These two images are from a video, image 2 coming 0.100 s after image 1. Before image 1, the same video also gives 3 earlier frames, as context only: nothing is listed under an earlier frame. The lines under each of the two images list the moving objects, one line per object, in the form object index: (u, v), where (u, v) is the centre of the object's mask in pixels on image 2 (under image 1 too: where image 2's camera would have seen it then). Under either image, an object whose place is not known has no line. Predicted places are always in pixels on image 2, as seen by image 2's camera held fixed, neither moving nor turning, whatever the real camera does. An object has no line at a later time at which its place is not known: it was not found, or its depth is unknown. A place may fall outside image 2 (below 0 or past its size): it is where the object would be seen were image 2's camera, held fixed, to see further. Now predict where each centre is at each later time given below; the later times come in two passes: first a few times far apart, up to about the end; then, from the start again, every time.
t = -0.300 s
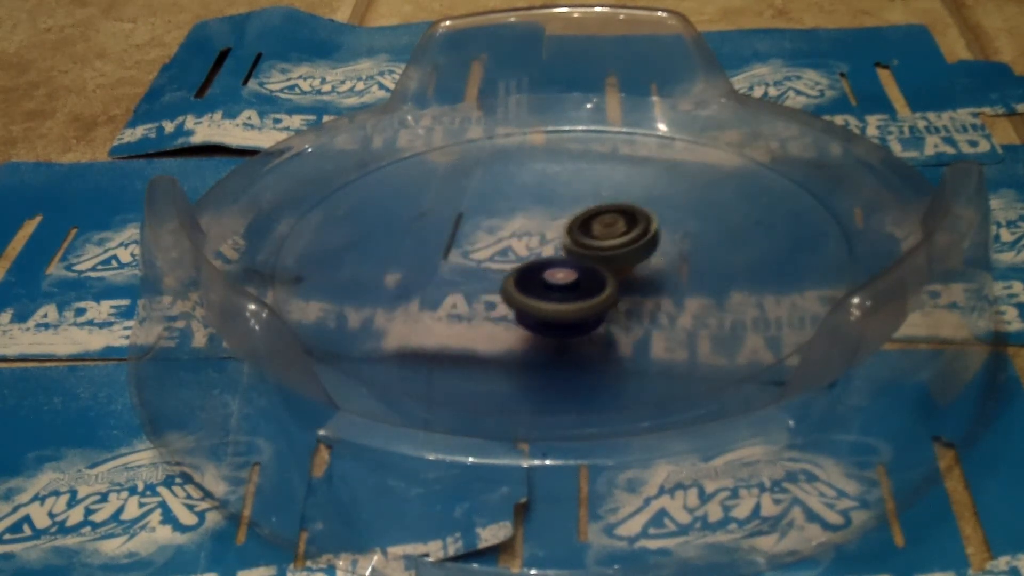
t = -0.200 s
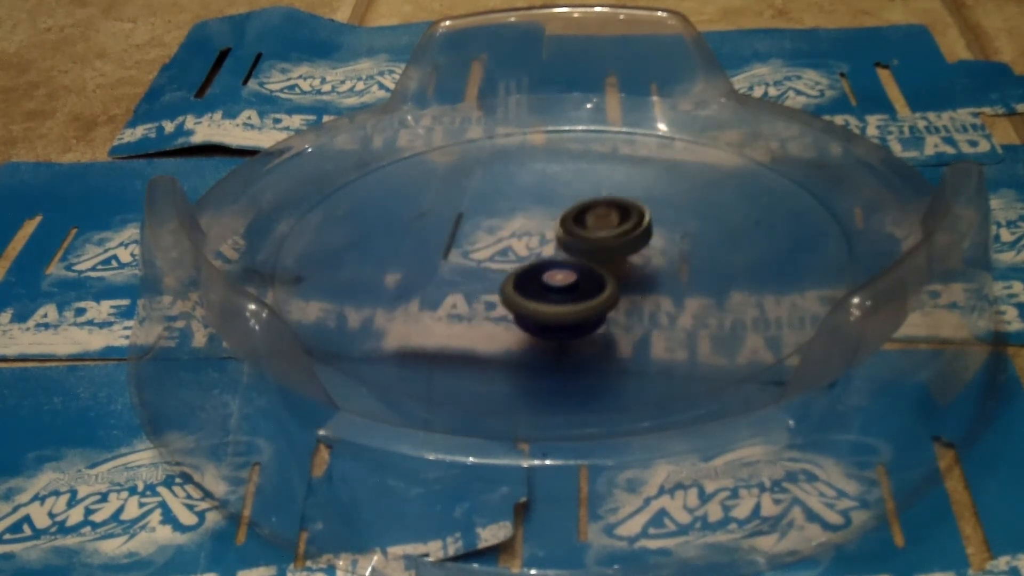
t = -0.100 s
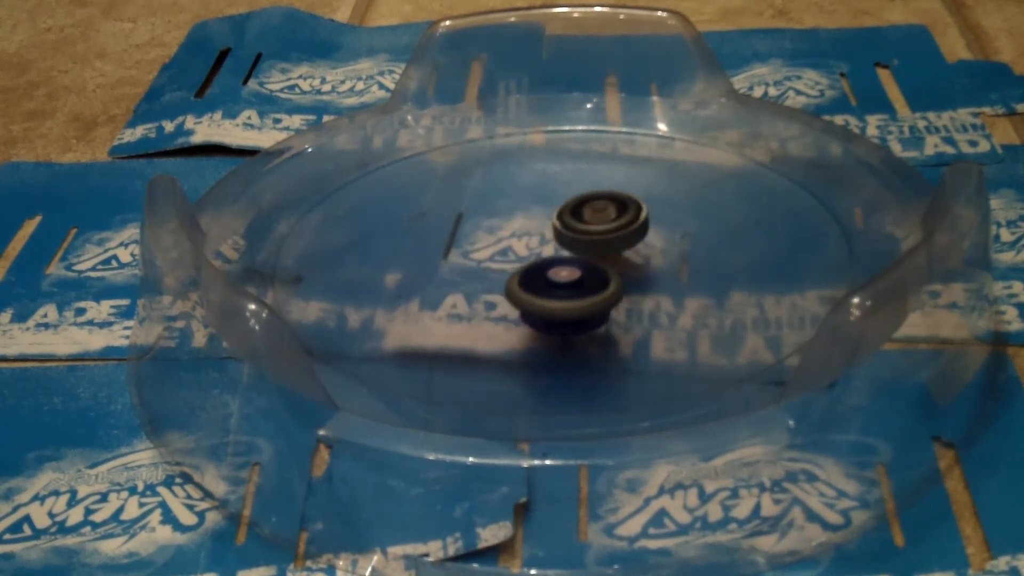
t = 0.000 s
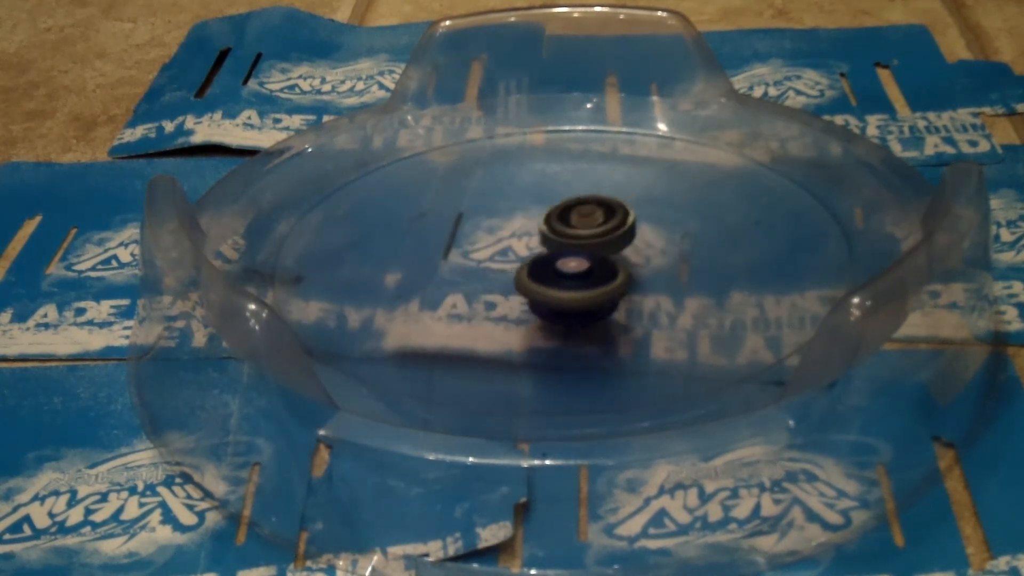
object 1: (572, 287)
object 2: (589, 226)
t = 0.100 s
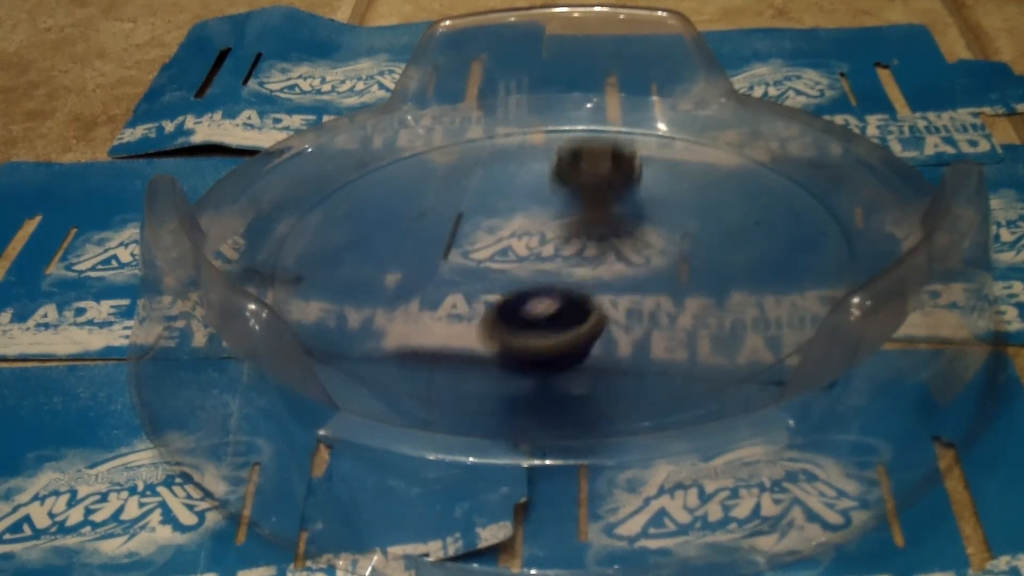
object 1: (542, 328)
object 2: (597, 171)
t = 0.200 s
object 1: (529, 349)
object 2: (579, 131)
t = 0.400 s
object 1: (583, 336)
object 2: (505, 147)
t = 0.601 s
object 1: (607, 302)
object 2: (464, 208)
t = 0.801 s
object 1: (673, 298)
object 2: (459, 223)
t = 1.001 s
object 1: (752, 279)
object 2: (433, 216)
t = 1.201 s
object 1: (717, 247)
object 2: (473, 251)
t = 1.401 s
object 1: (657, 229)
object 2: (529, 246)
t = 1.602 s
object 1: (755, 178)
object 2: (455, 245)
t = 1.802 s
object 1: (705, 163)
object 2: (508, 266)
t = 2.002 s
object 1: (637, 170)
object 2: (540, 258)
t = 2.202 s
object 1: (590, 178)
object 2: (534, 267)
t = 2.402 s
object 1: (621, 94)
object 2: (448, 353)
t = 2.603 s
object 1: (561, 158)
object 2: (507, 326)
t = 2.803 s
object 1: (530, 209)
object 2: (554, 287)
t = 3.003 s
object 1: (468, 176)
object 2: (669, 314)
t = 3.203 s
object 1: (408, 135)
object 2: (730, 322)
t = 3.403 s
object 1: (410, 184)
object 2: (678, 287)
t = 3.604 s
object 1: (438, 224)
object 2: (597, 272)
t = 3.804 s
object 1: (420, 217)
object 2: (599, 289)
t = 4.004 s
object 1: (310, 123)
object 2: (782, 304)
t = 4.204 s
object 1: (311, 129)
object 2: (742, 270)
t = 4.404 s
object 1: (327, 140)
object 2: (638, 238)
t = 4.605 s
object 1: (360, 171)
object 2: (507, 250)
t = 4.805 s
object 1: (426, 214)
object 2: (463, 276)
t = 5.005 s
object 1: (503, 207)
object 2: (523, 316)
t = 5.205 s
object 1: (545, 224)
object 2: (577, 297)
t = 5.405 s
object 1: (563, 106)
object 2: (588, 359)
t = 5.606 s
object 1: (529, 141)
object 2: (599, 363)
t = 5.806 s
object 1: (510, 234)
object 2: (579, 336)
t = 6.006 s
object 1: (504, 240)
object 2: (585, 321)
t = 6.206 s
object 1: (488, 228)
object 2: (596, 311)
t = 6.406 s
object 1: (467, 243)
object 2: (577, 291)
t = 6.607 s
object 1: (444, 252)
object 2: (555, 272)
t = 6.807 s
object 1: (437, 256)
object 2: (547, 254)
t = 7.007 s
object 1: (385, 255)
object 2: (616, 225)
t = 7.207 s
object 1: (390, 259)
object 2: (613, 210)
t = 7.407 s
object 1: (415, 262)
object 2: (603, 219)
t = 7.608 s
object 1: (465, 266)
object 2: (585, 231)
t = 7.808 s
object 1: (425, 278)
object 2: (636, 209)
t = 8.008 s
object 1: (462, 290)
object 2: (642, 214)
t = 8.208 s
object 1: (514, 295)
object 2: (623, 234)
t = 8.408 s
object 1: (544, 301)
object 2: (610, 243)
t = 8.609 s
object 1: (546, 307)
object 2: (594, 242)
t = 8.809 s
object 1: (563, 308)
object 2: (560, 252)
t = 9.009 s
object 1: (584, 323)
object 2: (523, 229)
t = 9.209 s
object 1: (593, 314)
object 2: (503, 224)
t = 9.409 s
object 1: (592, 302)
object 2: (512, 227)
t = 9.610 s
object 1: (586, 286)
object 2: (522, 231)
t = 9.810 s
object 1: (596, 274)
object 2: (523, 224)
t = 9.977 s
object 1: (613, 265)
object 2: (526, 217)
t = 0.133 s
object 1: (533, 340)
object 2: (594, 152)
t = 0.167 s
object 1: (528, 346)
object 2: (589, 138)
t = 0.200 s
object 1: (529, 349)
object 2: (579, 131)
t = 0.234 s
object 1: (535, 349)
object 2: (567, 127)
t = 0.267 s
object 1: (544, 349)
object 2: (554, 127)
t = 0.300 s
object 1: (554, 347)
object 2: (540, 129)
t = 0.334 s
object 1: (564, 344)
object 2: (528, 133)
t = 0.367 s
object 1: (573, 341)
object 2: (517, 140)
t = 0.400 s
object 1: (583, 336)
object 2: (505, 147)
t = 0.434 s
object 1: (591, 331)
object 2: (493, 156)
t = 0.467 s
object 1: (597, 325)
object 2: (483, 165)
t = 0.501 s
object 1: (603, 319)
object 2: (474, 174)
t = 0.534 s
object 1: (606, 313)
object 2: (467, 186)
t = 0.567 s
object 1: (607, 307)
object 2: (464, 197)
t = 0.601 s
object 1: (607, 302)
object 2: (464, 208)
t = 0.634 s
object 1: (606, 296)
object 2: (469, 219)
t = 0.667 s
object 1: (602, 291)
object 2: (478, 233)
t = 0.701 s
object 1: (597, 287)
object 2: (489, 244)
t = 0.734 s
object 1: (592, 283)
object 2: (500, 252)
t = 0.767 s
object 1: (631, 291)
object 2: (484, 242)
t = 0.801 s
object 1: (673, 298)
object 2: (459, 223)
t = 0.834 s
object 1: (704, 300)
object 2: (444, 211)
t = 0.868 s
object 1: (728, 299)
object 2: (435, 204)
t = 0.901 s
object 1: (742, 297)
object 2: (429, 203)
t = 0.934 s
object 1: (750, 291)
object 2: (429, 204)
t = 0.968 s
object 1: (752, 286)
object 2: (431, 210)
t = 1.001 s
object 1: (752, 279)
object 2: (433, 216)
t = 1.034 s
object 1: (750, 273)
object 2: (435, 224)
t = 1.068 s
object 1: (746, 267)
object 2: (436, 231)
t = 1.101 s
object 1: (740, 261)
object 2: (441, 236)
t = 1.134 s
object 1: (734, 256)
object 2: (450, 243)
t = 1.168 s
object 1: (726, 251)
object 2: (461, 247)
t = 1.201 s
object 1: (717, 247)
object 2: (473, 251)
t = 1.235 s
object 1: (708, 243)
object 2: (485, 250)
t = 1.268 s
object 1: (699, 239)
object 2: (495, 251)
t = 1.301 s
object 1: (688, 236)
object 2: (506, 251)
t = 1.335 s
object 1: (678, 234)
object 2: (513, 251)
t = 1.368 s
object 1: (667, 231)
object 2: (520, 249)
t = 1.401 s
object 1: (657, 229)
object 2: (529, 246)
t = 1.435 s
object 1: (647, 227)
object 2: (538, 244)
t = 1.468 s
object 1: (671, 213)
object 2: (518, 240)
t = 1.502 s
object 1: (707, 205)
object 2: (488, 243)
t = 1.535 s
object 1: (733, 193)
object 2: (467, 242)
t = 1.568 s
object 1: (749, 184)
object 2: (457, 242)
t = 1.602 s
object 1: (755, 178)
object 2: (455, 245)
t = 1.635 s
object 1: (752, 174)
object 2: (458, 248)
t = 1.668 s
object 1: (745, 171)
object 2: (466, 253)
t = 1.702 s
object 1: (736, 168)
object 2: (476, 258)
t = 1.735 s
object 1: (726, 166)
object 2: (486, 262)
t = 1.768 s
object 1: (716, 164)
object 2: (497, 265)
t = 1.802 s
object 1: (705, 163)
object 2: (508, 266)
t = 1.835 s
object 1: (694, 163)
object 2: (516, 265)
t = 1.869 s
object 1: (683, 164)
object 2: (523, 263)
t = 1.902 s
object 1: (671, 165)
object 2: (528, 262)
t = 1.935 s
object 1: (660, 166)
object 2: (532, 260)
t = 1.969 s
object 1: (648, 169)
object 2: (536, 259)
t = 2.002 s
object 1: (637, 170)
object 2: (540, 258)
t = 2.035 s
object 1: (625, 174)
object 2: (543, 258)
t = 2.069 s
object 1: (614, 176)
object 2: (545, 256)
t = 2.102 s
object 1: (604, 180)
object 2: (547, 253)
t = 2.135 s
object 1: (595, 184)
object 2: (549, 252)
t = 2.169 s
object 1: (586, 187)
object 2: (551, 251)
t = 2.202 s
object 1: (590, 178)
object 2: (534, 267)
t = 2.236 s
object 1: (611, 135)
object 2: (498, 300)
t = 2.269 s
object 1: (629, 101)
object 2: (467, 323)
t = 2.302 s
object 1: (635, 77)
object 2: (442, 341)
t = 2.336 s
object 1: (633, 75)
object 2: (434, 347)
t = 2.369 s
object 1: (629, 87)
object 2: (438, 352)
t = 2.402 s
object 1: (621, 94)
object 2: (448, 353)
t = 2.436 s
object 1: (612, 106)
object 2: (461, 352)
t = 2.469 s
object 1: (602, 116)
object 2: (472, 348)
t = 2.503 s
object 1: (592, 126)
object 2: (482, 342)
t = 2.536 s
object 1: (580, 137)
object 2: (491, 339)
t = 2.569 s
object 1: (570, 147)
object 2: (498, 334)
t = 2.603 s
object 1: (561, 158)
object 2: (507, 326)
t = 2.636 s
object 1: (552, 168)
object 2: (515, 319)
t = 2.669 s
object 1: (545, 178)
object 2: (523, 312)
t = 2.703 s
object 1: (539, 187)
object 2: (530, 305)
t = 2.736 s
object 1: (535, 195)
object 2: (538, 298)
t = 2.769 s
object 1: (532, 203)
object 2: (546, 292)
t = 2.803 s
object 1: (530, 209)
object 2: (554, 287)
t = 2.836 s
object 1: (528, 218)
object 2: (564, 283)
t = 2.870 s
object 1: (527, 222)
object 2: (574, 280)
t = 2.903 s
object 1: (526, 227)
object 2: (583, 277)
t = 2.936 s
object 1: (526, 229)
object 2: (590, 276)
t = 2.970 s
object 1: (494, 202)
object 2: (635, 299)
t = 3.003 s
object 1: (468, 176)
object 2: (669, 314)
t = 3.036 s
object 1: (448, 150)
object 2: (700, 324)
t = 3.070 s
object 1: (432, 134)
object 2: (719, 329)
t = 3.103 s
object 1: (420, 124)
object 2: (734, 330)
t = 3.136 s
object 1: (413, 122)
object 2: (738, 328)
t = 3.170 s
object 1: (410, 128)
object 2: (736, 326)
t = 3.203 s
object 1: (408, 135)
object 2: (730, 322)
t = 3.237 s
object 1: (406, 142)
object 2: (722, 315)
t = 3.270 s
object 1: (405, 150)
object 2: (713, 310)
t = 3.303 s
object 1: (404, 158)
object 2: (704, 305)
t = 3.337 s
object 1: (405, 166)
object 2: (695, 299)
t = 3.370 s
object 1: (407, 176)
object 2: (687, 293)
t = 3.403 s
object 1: (410, 184)
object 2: (678, 287)
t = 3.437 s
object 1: (415, 193)
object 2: (668, 281)
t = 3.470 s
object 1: (419, 201)
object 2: (654, 277)
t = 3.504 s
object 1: (424, 208)
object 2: (639, 274)
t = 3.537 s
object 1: (429, 215)
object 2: (623, 272)
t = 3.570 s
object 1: (433, 220)
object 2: (609, 272)
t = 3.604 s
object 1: (438, 224)
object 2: (597, 272)
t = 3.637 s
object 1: (442, 227)
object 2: (588, 271)
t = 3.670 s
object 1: (446, 230)
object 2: (578, 269)
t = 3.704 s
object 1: (451, 233)
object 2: (569, 269)
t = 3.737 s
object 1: (456, 238)
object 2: (561, 270)
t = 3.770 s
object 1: (459, 238)
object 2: (558, 269)
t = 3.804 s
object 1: (420, 217)
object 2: (599, 289)
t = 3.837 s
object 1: (377, 184)
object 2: (654, 303)
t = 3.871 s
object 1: (343, 156)
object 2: (704, 315)
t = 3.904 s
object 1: (327, 137)
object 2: (737, 312)
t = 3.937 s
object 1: (319, 131)
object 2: (764, 313)
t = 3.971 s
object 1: (314, 125)
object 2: (776, 308)
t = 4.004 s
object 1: (310, 123)
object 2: (782, 304)
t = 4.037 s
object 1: (307, 121)
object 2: (782, 299)
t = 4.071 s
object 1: (306, 121)
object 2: (779, 295)
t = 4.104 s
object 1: (306, 123)
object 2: (772, 287)
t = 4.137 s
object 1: (307, 124)
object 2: (763, 282)
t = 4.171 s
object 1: (309, 126)
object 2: (753, 276)
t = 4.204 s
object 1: (311, 129)
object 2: (742, 270)
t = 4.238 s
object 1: (314, 130)
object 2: (730, 263)
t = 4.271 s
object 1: (316, 132)
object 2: (718, 256)
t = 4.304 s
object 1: (320, 134)
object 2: (703, 251)
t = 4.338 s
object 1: (322, 136)
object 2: (683, 246)
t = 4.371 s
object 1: (325, 138)
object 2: (660, 242)
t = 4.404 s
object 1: (327, 140)
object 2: (638, 238)
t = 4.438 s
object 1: (331, 143)
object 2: (612, 238)
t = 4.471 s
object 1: (335, 145)
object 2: (586, 239)
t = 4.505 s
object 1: (339, 149)
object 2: (561, 240)
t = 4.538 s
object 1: (346, 158)
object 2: (541, 243)
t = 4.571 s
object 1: (352, 164)
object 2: (524, 245)
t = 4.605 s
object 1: (360, 171)
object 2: (507, 250)
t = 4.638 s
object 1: (369, 177)
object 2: (491, 254)
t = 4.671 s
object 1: (379, 185)
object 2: (478, 259)
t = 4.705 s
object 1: (390, 192)
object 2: (472, 264)
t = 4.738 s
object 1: (402, 201)
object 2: (469, 268)
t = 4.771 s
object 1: (414, 209)
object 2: (465, 272)
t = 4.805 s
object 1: (426, 214)
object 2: (463, 276)
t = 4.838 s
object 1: (438, 219)
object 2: (464, 280)
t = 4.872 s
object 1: (452, 221)
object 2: (469, 288)
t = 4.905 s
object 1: (464, 215)
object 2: (479, 300)
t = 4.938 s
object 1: (478, 209)
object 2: (494, 308)
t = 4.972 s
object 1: (491, 206)
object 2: (508, 314)
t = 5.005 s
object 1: (503, 207)
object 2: (523, 316)
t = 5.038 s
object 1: (512, 209)
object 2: (536, 316)
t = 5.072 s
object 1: (520, 211)
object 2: (548, 314)
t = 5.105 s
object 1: (527, 213)
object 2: (558, 310)
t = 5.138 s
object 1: (533, 217)
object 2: (566, 306)
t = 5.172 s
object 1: (540, 220)
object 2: (572, 302)
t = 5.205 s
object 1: (545, 224)
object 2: (577, 297)
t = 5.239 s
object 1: (550, 225)
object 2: (580, 292)
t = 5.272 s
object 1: (555, 226)
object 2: (581, 287)
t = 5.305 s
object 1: (559, 224)
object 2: (581, 287)
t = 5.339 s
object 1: (562, 189)
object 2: (585, 318)
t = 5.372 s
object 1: (563, 157)
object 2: (587, 341)
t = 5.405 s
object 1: (563, 106)
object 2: (588, 359)
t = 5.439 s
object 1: (561, 79)
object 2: (589, 364)
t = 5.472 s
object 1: (559, 78)
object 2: (590, 366)
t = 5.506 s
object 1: (552, 95)
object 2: (592, 367)
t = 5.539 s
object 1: (543, 111)
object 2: (596, 367)
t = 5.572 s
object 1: (536, 126)
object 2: (599, 365)
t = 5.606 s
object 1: (529, 141)
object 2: (599, 363)
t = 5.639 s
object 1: (523, 158)
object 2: (598, 360)
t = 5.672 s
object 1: (518, 177)
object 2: (595, 358)
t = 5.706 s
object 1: (513, 194)
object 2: (590, 354)
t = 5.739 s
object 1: (511, 209)
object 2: (586, 349)
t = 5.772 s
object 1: (510, 224)
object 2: (583, 343)
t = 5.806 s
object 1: (510, 234)
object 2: (579, 336)
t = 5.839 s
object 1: (512, 249)
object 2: (574, 328)
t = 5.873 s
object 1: (514, 258)
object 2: (569, 320)
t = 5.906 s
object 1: (516, 261)
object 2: (565, 314)
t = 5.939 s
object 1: (516, 262)
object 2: (564, 310)
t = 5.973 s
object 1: (510, 256)
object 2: (575, 317)
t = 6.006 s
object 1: (504, 240)
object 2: (585, 321)
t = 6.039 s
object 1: (499, 231)
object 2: (590, 322)
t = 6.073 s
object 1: (497, 227)
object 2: (594, 320)
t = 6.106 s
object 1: (495, 224)
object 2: (596, 319)
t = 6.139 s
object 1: (494, 224)
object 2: (598, 316)
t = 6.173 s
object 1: (491, 226)
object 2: (597, 313)
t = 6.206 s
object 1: (488, 228)
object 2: (596, 311)
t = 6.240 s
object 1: (483, 231)
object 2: (594, 308)
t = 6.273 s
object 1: (479, 234)
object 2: (592, 305)
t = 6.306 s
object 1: (476, 236)
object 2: (590, 302)
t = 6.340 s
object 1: (473, 239)
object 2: (586, 298)
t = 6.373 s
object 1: (470, 241)
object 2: (582, 295)
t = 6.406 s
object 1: (467, 243)
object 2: (577, 291)
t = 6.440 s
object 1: (464, 245)
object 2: (572, 287)
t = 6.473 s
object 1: (461, 248)
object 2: (567, 283)
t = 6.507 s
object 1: (459, 250)
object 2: (561, 279)
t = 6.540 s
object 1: (456, 252)
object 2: (554, 276)
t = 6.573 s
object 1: (449, 251)
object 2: (554, 274)
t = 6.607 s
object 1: (444, 252)
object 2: (555, 272)
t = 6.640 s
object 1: (442, 253)
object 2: (555, 270)
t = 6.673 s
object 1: (440, 254)
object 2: (553, 267)
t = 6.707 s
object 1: (439, 254)
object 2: (551, 264)
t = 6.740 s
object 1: (438, 254)
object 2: (549, 261)
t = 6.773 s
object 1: (438, 255)
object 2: (547, 257)
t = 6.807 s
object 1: (437, 256)
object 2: (547, 254)
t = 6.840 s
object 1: (438, 256)
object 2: (545, 252)
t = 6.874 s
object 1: (426, 258)
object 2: (558, 248)
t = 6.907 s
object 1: (402, 254)
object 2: (584, 242)
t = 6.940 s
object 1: (390, 254)
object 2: (600, 236)
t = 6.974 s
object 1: (387, 255)
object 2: (611, 231)
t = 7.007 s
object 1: (385, 255)
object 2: (616, 225)
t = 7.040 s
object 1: (385, 256)
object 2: (619, 221)
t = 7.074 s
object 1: (385, 257)
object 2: (619, 217)
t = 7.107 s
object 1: (387, 257)
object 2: (617, 214)
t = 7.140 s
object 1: (388, 258)
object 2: (616, 212)
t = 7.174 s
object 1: (389, 258)
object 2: (614, 211)
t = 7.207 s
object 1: (390, 259)
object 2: (613, 210)
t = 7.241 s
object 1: (392, 259)
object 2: (612, 211)
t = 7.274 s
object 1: (395, 260)
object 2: (611, 211)
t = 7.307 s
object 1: (398, 260)
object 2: (609, 213)
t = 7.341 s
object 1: (403, 261)
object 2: (607, 214)
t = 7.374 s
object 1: (409, 262)
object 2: (605, 217)
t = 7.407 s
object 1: (415, 262)
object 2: (603, 219)
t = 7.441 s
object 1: (422, 262)
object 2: (601, 221)
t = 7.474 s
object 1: (430, 263)
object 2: (597, 223)
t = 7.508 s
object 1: (439, 263)
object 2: (594, 225)
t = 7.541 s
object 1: (447, 264)
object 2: (591, 227)
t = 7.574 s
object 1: (456, 263)
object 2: (588, 229)
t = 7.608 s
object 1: (465, 266)
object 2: (585, 231)
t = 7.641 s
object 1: (474, 263)
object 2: (582, 233)
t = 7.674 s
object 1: (482, 265)
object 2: (579, 234)
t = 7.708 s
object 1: (477, 264)
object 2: (588, 230)
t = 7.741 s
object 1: (453, 273)
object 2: (608, 220)
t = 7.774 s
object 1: (434, 275)
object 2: (623, 213)
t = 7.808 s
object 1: (425, 278)
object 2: (636, 209)
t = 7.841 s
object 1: (423, 280)
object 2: (642, 208)
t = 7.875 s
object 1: (428, 281)
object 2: (645, 207)
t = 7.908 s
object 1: (436, 284)
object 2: (647, 208)
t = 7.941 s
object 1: (445, 286)
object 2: (647, 209)
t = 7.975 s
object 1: (454, 287)
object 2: (645, 212)
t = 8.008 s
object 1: (462, 290)
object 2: (642, 214)
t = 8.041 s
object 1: (471, 291)
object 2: (640, 217)
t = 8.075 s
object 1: (480, 292)
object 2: (637, 221)
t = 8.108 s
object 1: (490, 294)
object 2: (634, 224)
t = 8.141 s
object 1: (498, 294)
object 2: (630, 228)
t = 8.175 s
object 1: (506, 295)
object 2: (627, 230)
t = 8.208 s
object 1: (514, 295)
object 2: (623, 234)
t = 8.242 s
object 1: (522, 296)
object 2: (620, 237)
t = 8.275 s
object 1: (530, 296)
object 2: (616, 240)
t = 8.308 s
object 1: (538, 296)
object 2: (614, 243)
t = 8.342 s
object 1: (544, 295)
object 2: (612, 243)
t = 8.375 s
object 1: (550, 296)
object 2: (610, 244)
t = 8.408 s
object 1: (544, 301)
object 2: (610, 243)
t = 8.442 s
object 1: (538, 305)
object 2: (611, 241)
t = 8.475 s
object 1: (535, 307)
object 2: (610, 240)
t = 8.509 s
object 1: (535, 307)
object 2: (606, 241)
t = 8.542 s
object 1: (538, 306)
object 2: (602, 241)
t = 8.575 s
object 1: (542, 306)
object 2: (598, 241)
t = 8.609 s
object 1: (546, 307)
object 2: (594, 242)
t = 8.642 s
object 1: (549, 307)
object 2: (588, 244)
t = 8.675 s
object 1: (552, 307)
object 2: (583, 245)
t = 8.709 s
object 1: (555, 308)
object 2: (578, 247)
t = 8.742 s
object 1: (558, 308)
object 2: (573, 249)
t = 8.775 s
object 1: (561, 308)
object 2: (566, 251)
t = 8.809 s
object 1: (563, 308)
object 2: (560, 252)
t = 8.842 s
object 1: (565, 308)
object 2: (554, 254)
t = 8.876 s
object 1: (567, 308)
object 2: (548, 255)
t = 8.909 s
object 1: (573, 314)
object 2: (540, 253)
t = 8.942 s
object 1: (578, 320)
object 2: (534, 240)
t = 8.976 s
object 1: (581, 323)
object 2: (529, 234)
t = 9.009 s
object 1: (584, 323)
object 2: (523, 229)
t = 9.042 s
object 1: (587, 322)
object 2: (517, 226)
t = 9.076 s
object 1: (589, 321)
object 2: (513, 225)
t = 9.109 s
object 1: (590, 319)
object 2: (509, 224)
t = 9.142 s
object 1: (591, 318)
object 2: (506, 224)
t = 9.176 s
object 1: (592, 316)
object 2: (505, 224)
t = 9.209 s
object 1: (593, 314)
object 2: (503, 224)
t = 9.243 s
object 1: (594, 312)
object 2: (503, 224)
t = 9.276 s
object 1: (594, 310)
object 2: (504, 224)
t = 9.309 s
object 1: (594, 308)
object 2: (505, 224)
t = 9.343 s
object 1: (594, 307)
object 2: (507, 225)
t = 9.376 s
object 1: (593, 304)
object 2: (509, 226)
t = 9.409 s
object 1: (592, 302)
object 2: (512, 227)
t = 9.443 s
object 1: (591, 300)
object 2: (514, 228)
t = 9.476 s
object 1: (590, 297)
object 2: (517, 229)
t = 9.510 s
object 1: (589, 294)
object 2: (519, 230)
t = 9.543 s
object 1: (588, 291)
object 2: (521, 231)
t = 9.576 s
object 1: (587, 289)
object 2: (522, 231)
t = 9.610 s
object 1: (586, 286)
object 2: (522, 231)
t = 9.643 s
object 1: (585, 282)
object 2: (523, 230)
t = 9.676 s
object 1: (585, 280)
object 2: (523, 230)
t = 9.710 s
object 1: (587, 278)
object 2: (523, 229)
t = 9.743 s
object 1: (592, 278)
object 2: (522, 226)
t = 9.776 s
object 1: (595, 277)
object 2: (523, 225)
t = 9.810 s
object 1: (596, 274)
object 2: (523, 224)
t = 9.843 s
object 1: (597, 271)
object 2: (525, 223)
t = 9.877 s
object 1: (598, 269)
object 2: (526, 222)
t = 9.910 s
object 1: (599, 266)
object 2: (528, 221)
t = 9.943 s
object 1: (601, 263)
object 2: (529, 221)
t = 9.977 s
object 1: (613, 265)
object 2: (526, 217)
